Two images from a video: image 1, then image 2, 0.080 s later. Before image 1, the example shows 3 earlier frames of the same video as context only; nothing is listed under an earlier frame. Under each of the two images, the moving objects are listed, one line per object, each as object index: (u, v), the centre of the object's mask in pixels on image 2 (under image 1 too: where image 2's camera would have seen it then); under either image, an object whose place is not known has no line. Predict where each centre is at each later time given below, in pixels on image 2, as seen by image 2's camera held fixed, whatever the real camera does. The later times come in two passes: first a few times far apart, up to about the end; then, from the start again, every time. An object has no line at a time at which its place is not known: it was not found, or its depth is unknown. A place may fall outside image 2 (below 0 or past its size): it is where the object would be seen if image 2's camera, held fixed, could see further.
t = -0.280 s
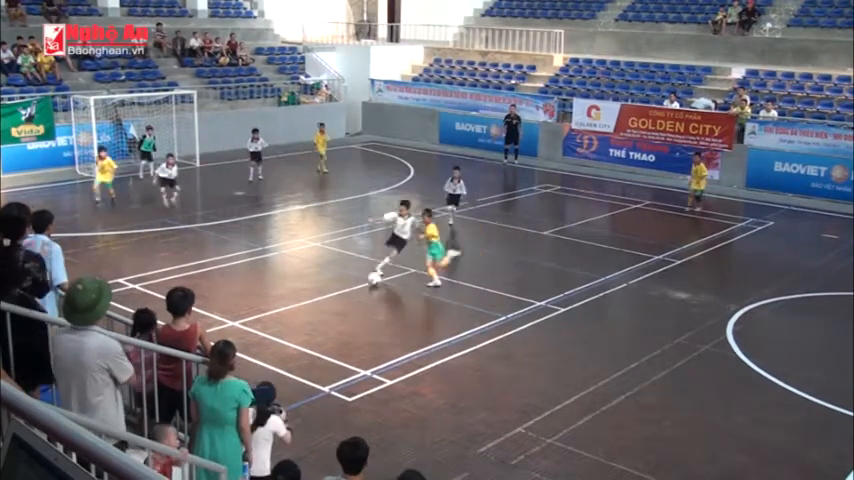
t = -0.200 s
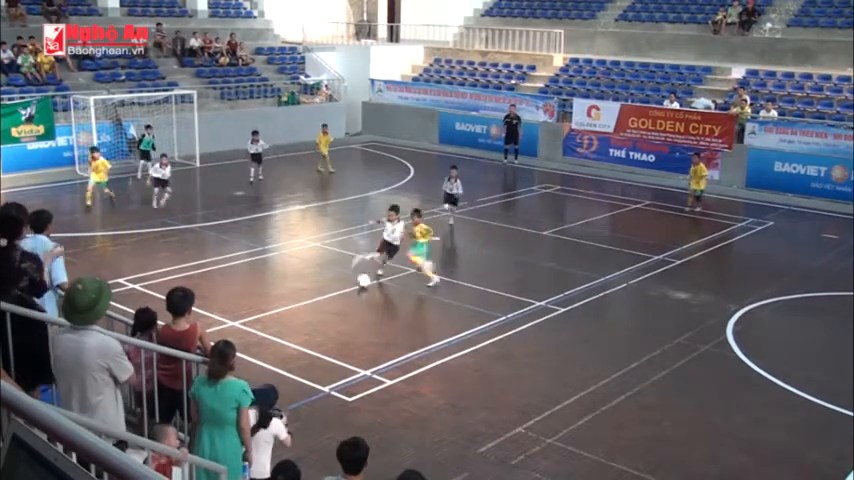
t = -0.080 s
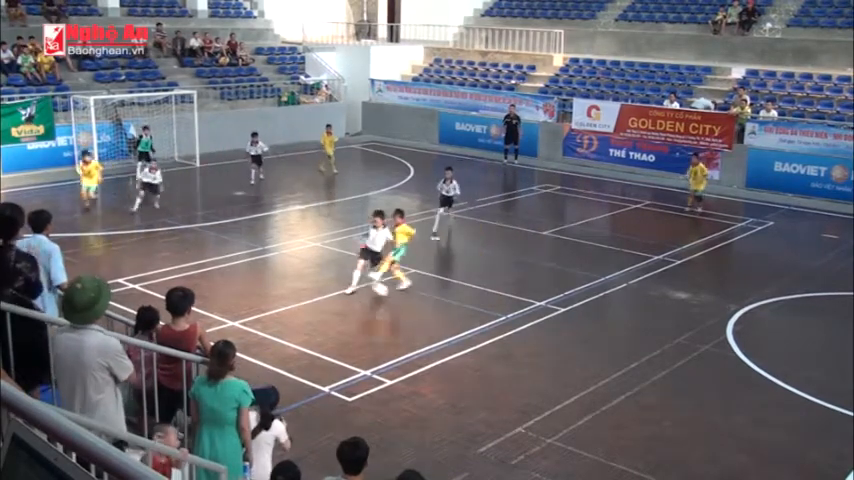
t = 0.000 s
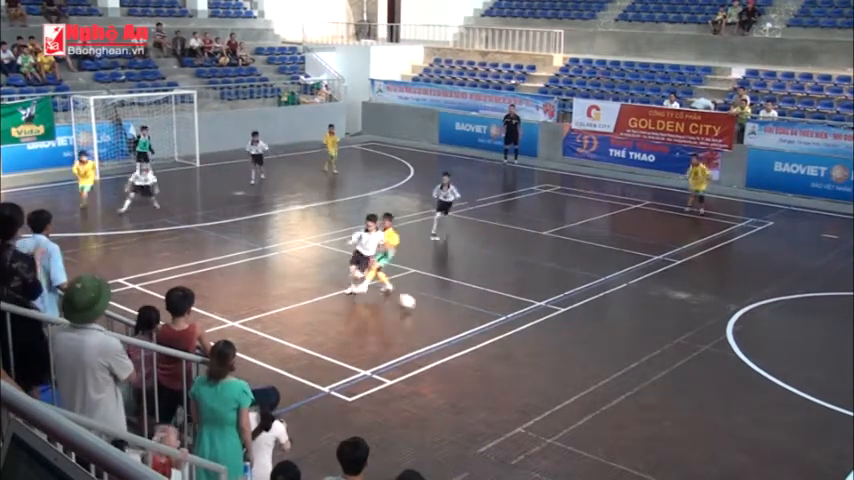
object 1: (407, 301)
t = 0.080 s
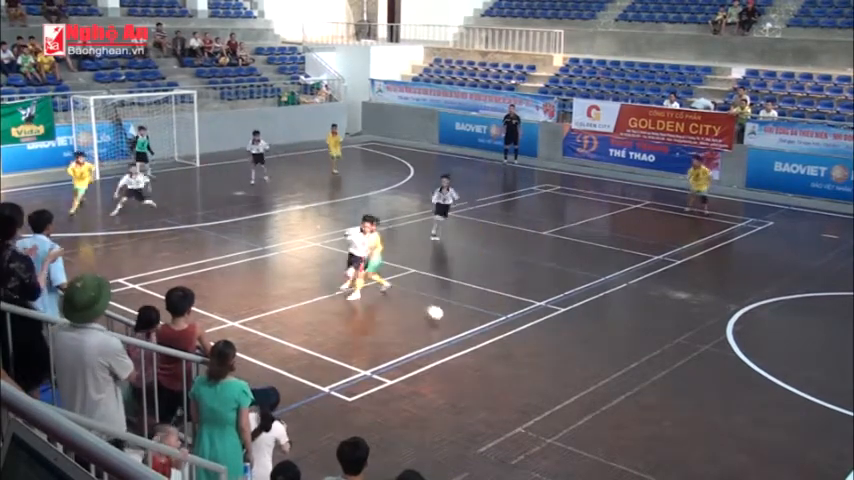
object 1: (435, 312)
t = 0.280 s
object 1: (506, 343)
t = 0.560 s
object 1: (605, 385)
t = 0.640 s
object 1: (634, 401)
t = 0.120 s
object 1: (448, 317)
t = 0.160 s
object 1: (463, 323)
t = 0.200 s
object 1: (477, 330)
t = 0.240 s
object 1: (492, 338)
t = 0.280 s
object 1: (506, 343)
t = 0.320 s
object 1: (520, 347)
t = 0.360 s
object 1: (533, 352)
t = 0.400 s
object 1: (548, 360)
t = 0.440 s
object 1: (563, 368)
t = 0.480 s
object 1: (577, 374)
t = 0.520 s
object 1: (591, 379)
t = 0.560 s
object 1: (605, 385)
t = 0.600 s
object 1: (620, 393)
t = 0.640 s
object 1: (634, 401)
